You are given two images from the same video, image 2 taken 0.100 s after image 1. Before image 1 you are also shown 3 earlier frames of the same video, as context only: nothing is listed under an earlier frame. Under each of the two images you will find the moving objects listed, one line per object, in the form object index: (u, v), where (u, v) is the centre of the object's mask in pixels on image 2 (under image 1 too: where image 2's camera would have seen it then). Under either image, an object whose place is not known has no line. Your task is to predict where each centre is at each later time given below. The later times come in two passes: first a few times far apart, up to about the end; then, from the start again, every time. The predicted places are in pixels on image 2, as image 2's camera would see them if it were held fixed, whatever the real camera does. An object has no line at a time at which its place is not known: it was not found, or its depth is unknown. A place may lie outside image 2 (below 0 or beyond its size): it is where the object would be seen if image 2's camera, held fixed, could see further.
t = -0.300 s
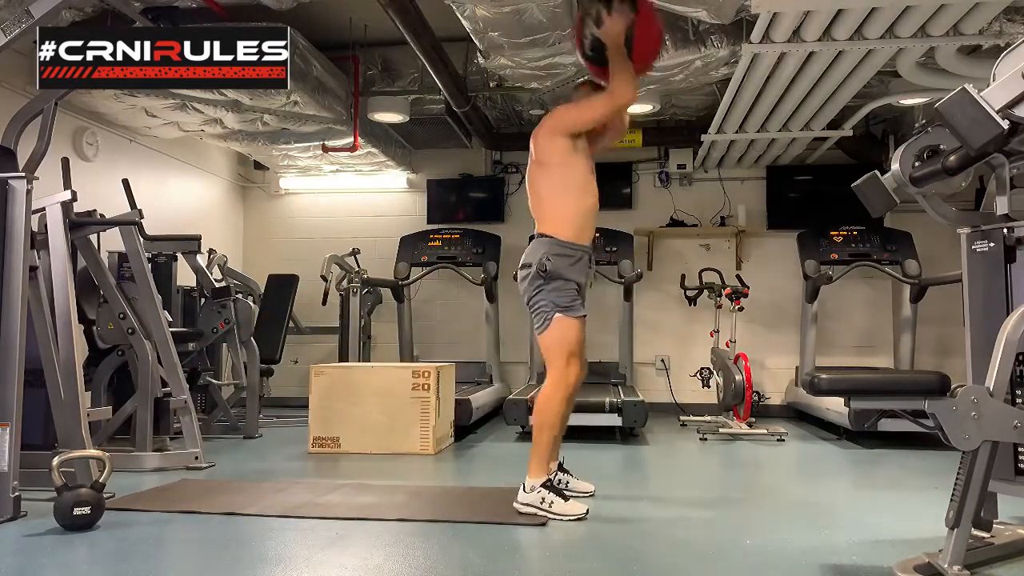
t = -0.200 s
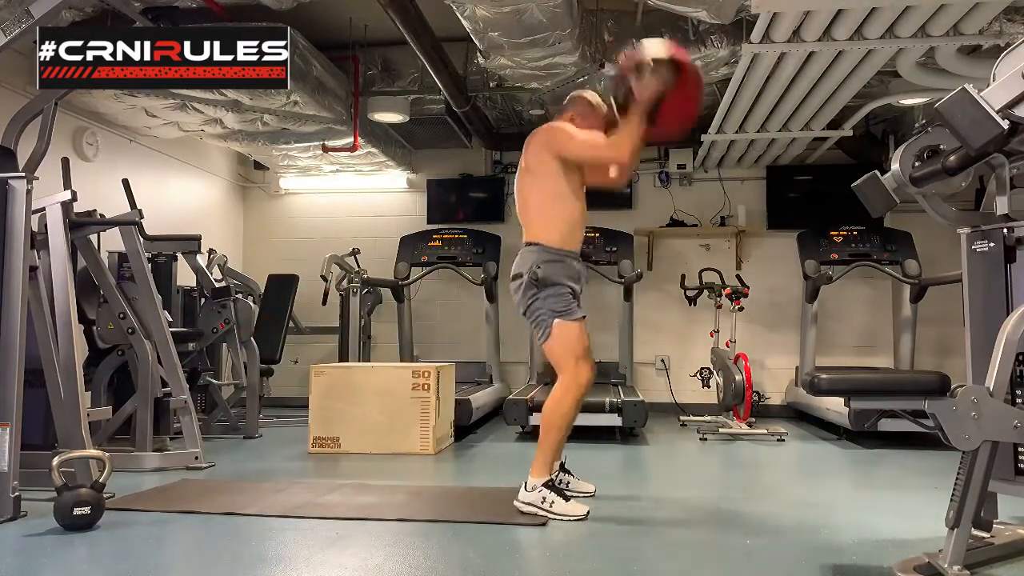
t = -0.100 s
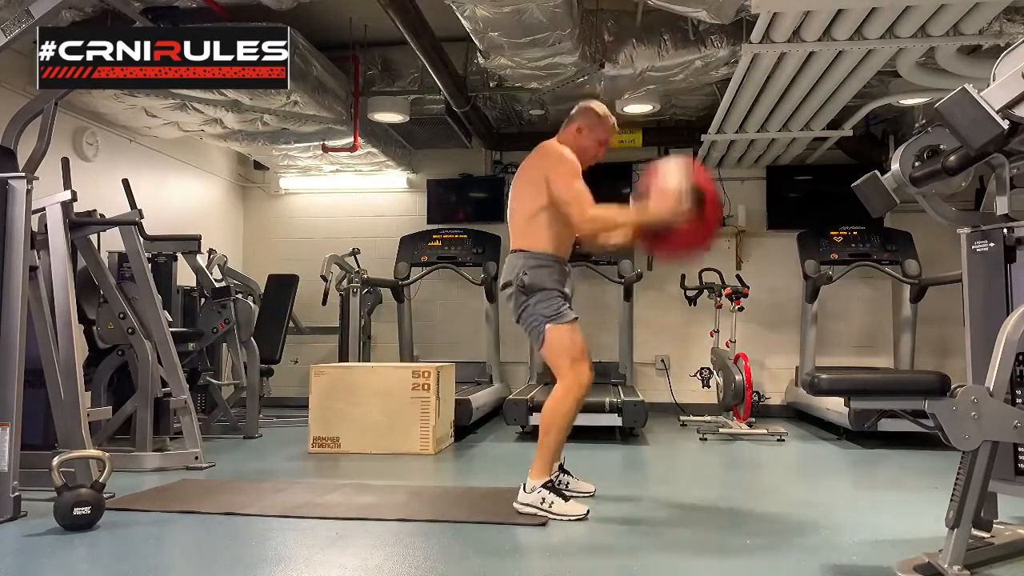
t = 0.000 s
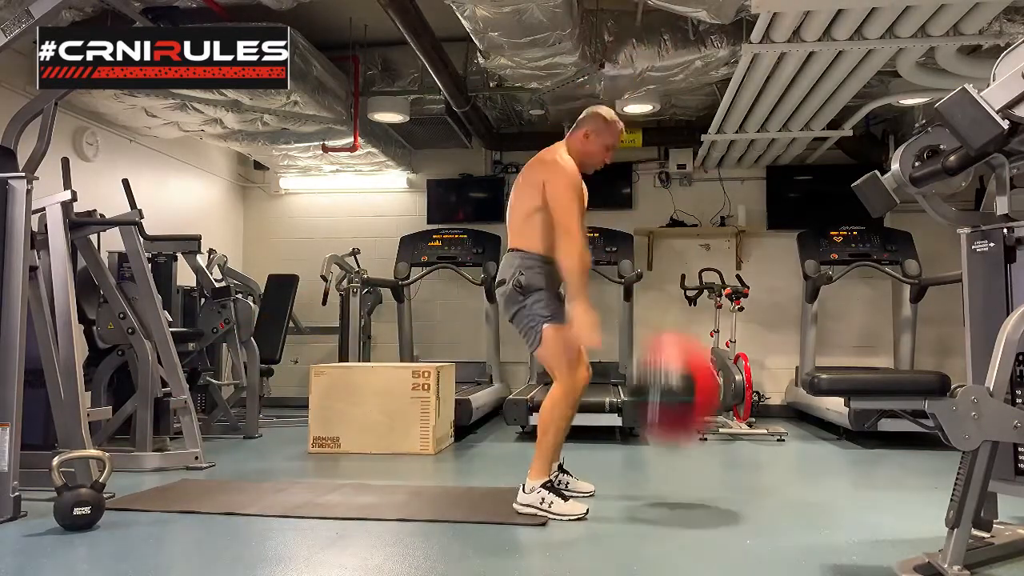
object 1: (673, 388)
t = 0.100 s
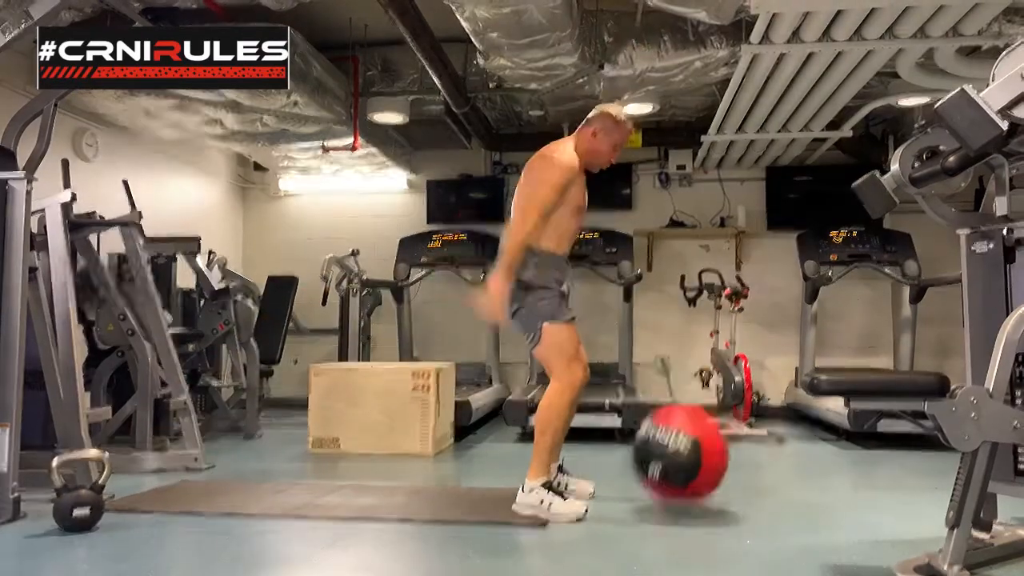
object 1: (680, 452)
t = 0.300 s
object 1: (714, 397)
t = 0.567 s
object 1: (764, 484)
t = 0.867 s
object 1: (798, 482)
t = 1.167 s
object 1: (808, 482)
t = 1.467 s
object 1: (795, 482)
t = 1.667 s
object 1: (792, 481)
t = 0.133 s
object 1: (685, 437)
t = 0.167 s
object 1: (691, 424)
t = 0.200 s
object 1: (697, 414)
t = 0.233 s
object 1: (702, 405)
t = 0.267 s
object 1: (708, 400)
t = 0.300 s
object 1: (714, 397)
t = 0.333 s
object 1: (719, 397)
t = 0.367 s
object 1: (726, 400)
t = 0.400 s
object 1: (731, 407)
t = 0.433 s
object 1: (738, 417)
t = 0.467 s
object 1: (744, 429)
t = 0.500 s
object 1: (750, 444)
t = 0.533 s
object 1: (757, 463)
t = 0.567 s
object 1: (764, 484)
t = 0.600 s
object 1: (768, 484)
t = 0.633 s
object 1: (771, 475)
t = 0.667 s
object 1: (775, 470)
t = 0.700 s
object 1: (779, 468)
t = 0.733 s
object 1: (783, 469)
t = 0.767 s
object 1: (787, 473)
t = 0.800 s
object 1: (791, 481)
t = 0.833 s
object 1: (795, 485)
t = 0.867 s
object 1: (798, 482)
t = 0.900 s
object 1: (800, 481)
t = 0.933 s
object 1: (803, 481)
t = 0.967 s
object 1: (805, 482)
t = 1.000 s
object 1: (806, 482)
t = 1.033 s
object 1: (808, 482)
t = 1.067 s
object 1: (808, 482)
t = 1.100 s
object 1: (808, 482)
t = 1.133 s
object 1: (808, 482)
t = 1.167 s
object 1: (808, 482)
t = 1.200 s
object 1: (807, 482)
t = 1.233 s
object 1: (805, 482)
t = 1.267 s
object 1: (804, 482)
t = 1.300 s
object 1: (802, 482)
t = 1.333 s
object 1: (801, 482)
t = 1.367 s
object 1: (800, 482)
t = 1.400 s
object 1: (798, 482)
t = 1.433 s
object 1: (797, 482)
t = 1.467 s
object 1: (795, 482)
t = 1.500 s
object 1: (794, 482)
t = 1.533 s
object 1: (793, 482)
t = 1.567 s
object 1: (792, 482)
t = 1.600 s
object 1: (792, 482)
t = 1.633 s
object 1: (792, 481)
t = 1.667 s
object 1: (792, 481)
